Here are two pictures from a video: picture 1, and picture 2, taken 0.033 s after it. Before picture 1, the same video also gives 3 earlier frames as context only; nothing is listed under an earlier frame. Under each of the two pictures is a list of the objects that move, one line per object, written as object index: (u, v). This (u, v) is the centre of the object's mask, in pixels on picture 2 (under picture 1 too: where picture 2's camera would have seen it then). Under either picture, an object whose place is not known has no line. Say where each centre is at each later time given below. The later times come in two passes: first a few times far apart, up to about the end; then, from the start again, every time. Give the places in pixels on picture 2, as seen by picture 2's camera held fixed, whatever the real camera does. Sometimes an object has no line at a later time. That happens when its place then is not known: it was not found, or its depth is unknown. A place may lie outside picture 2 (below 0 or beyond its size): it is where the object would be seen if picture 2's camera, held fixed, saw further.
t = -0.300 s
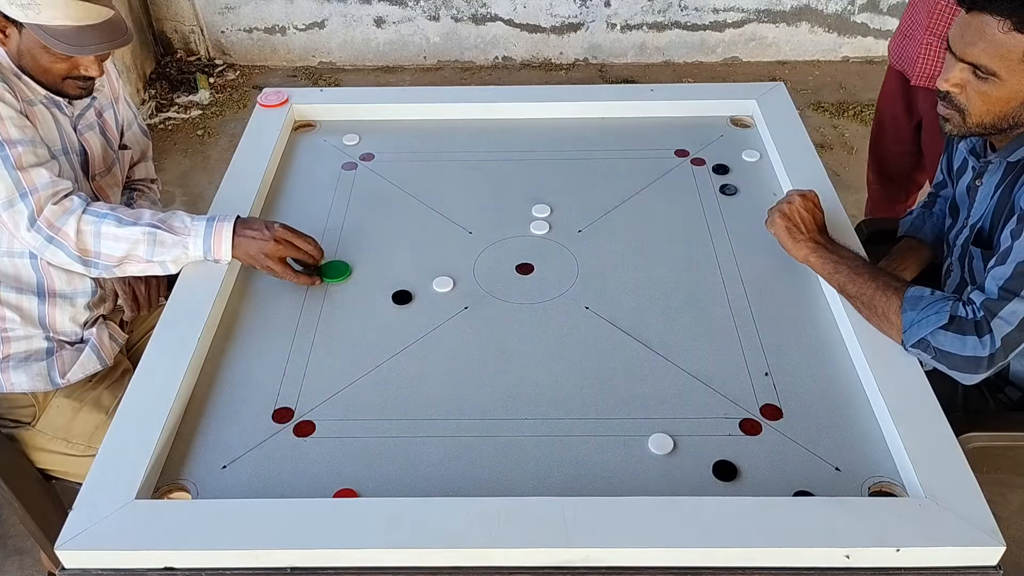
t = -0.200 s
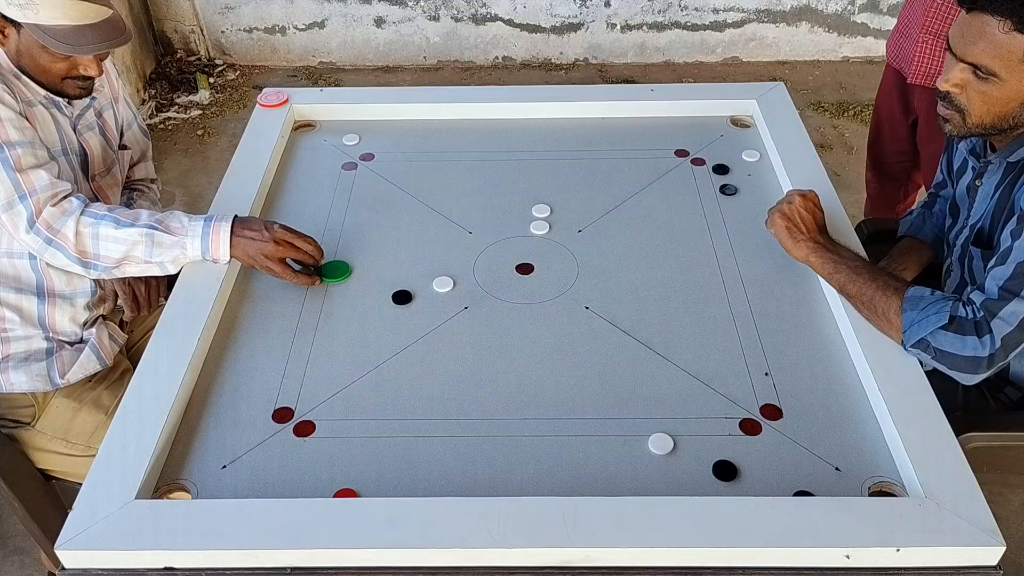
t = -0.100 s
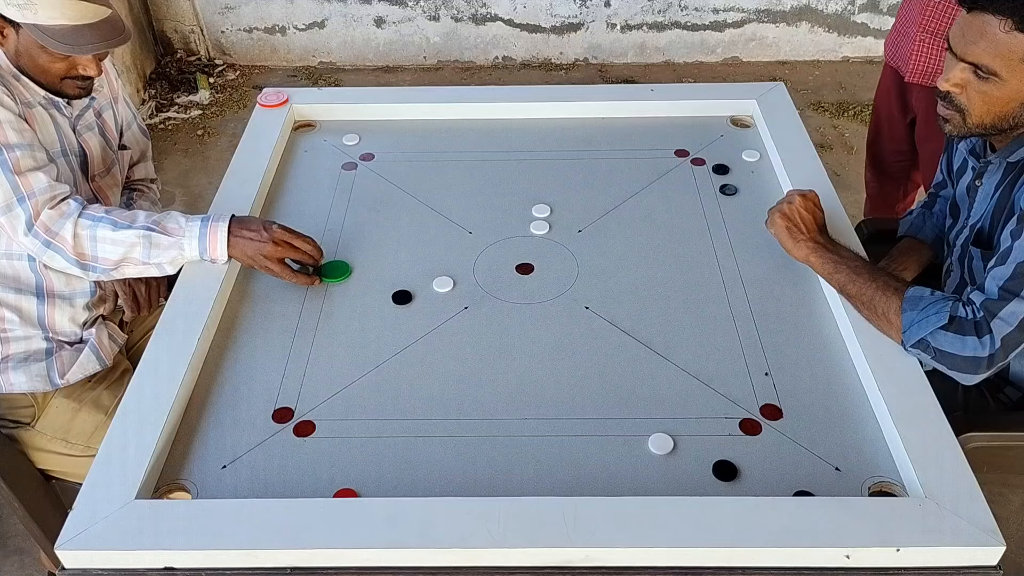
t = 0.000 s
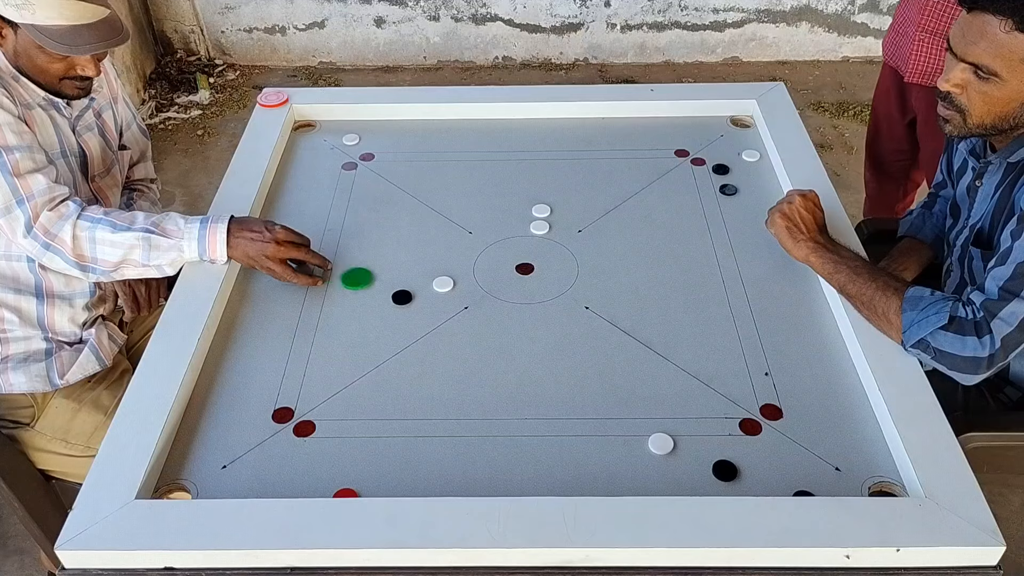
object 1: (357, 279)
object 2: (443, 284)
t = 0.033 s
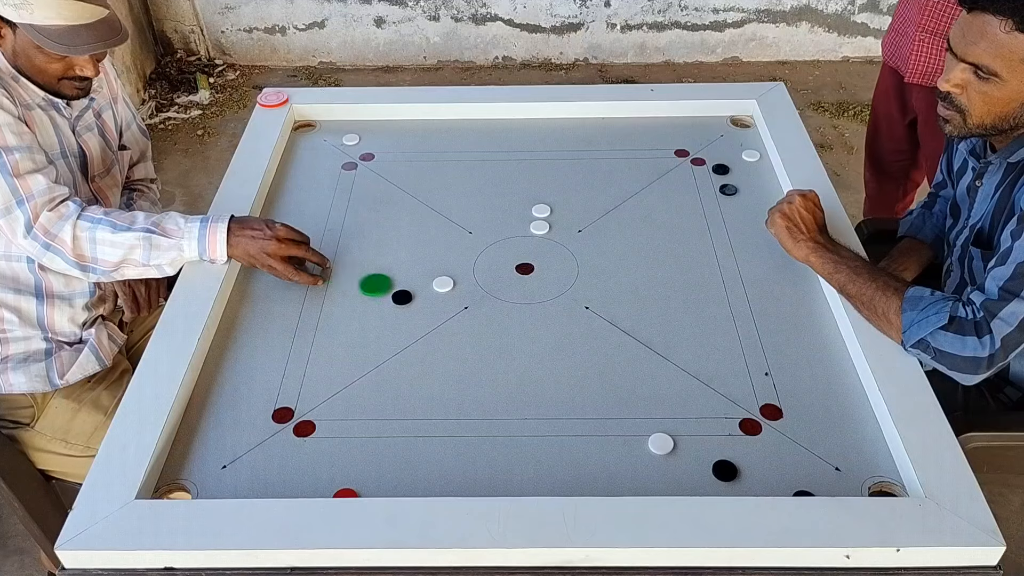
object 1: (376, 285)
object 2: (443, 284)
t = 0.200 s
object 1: (427, 299)
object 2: (443, 283)
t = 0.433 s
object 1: (481, 320)
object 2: (460, 273)
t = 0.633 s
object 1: (514, 333)
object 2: (468, 268)
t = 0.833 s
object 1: (532, 343)
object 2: (472, 267)
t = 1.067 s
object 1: (543, 351)
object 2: (472, 267)
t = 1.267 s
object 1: (549, 356)
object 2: (472, 267)
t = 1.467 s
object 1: (551, 359)
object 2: (472, 267)
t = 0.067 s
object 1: (389, 289)
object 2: (443, 284)
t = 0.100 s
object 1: (399, 291)
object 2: (443, 284)
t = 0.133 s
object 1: (409, 294)
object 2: (443, 284)
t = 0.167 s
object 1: (418, 296)
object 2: (443, 284)
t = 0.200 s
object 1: (427, 299)
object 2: (443, 283)
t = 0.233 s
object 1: (435, 302)
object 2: (446, 282)
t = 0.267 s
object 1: (443, 305)
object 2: (449, 280)
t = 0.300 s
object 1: (451, 308)
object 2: (451, 278)
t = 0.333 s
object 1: (459, 311)
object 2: (454, 277)
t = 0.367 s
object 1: (467, 314)
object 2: (456, 276)
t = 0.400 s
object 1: (474, 317)
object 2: (458, 274)
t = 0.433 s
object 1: (481, 320)
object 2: (460, 273)
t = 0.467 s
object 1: (487, 322)
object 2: (461, 272)
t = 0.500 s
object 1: (494, 325)
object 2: (463, 271)
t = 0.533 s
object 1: (499, 327)
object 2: (465, 270)
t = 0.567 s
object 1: (505, 330)
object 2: (466, 270)
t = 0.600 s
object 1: (510, 332)
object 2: (467, 269)
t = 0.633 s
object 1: (514, 333)
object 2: (468, 268)
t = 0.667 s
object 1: (518, 335)
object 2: (469, 268)
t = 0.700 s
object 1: (522, 337)
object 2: (470, 268)
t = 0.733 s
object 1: (525, 338)
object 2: (470, 267)
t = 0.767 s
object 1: (527, 340)
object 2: (471, 267)
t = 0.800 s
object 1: (530, 341)
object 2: (471, 267)
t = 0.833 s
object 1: (532, 343)
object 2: (472, 267)
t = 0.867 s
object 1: (534, 344)
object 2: (472, 267)
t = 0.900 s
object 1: (536, 345)
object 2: (472, 267)
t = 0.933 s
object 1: (537, 346)
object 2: (472, 267)
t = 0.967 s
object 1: (539, 348)
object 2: (472, 267)
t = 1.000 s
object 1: (541, 349)
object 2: (472, 267)
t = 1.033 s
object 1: (542, 350)
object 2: (472, 267)
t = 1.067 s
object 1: (543, 351)
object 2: (472, 267)
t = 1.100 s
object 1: (544, 352)
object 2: (472, 267)
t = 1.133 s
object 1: (546, 353)
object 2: (472, 267)
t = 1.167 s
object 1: (547, 354)
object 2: (472, 267)
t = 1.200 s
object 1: (548, 354)
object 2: (472, 267)
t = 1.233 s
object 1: (548, 355)
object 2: (472, 267)
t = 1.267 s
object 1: (549, 356)
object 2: (472, 267)
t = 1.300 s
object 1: (550, 356)
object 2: (472, 267)
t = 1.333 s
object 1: (550, 357)
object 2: (472, 267)
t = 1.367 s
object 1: (550, 357)
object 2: (472, 267)
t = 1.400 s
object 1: (551, 358)
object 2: (472, 267)
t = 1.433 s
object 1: (551, 358)
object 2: (472, 267)
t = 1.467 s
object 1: (551, 359)
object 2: (472, 267)
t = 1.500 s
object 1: (551, 359)
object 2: (472, 267)
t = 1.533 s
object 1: (552, 359)
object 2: (472, 267)
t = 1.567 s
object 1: (552, 359)
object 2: (472, 267)
